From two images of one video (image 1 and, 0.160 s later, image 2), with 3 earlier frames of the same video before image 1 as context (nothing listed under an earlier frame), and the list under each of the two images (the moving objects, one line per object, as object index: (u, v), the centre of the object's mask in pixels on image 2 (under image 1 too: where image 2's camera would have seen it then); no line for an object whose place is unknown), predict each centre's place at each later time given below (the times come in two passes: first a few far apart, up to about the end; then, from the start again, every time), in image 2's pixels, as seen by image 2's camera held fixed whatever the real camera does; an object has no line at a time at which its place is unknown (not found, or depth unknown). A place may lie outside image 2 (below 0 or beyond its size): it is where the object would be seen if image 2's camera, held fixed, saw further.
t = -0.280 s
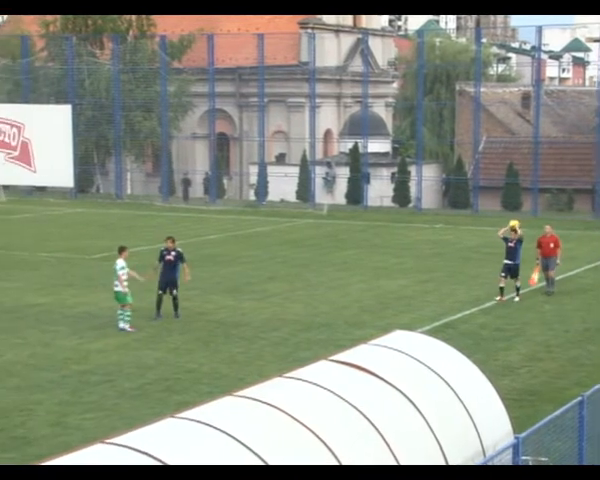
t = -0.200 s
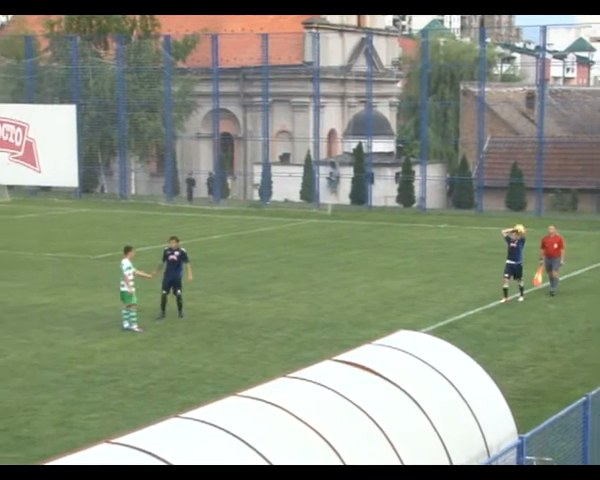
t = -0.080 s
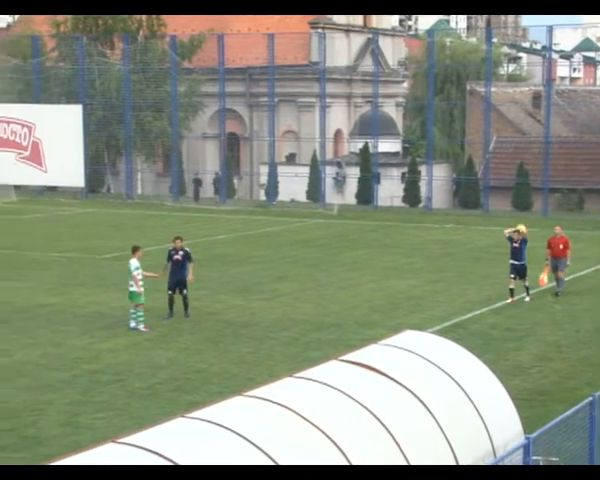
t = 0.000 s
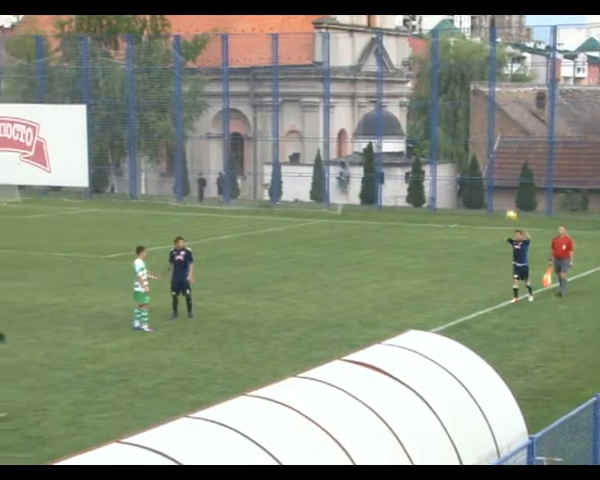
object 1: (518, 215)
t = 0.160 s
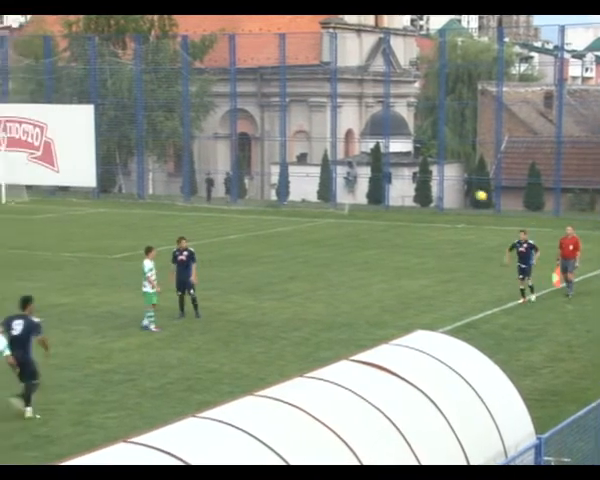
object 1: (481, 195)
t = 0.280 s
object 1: (452, 188)
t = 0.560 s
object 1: (377, 198)
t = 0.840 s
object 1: (293, 247)
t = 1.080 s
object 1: (213, 327)
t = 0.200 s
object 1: (471, 192)
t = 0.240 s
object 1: (462, 189)
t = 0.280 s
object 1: (452, 188)
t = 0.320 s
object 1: (441, 187)
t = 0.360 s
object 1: (431, 186)
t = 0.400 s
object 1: (421, 187)
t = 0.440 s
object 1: (411, 189)
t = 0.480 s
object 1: (400, 192)
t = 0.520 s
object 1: (388, 194)
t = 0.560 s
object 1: (377, 198)
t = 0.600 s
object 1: (367, 202)
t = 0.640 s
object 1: (354, 209)
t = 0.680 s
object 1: (342, 214)
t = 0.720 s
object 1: (331, 221)
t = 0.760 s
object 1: (318, 228)
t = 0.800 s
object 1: (306, 238)
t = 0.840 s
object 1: (293, 247)
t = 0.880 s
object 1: (280, 258)
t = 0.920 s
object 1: (267, 269)
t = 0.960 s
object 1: (253, 282)
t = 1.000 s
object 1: (240, 296)
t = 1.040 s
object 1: (226, 311)
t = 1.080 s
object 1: (213, 327)
